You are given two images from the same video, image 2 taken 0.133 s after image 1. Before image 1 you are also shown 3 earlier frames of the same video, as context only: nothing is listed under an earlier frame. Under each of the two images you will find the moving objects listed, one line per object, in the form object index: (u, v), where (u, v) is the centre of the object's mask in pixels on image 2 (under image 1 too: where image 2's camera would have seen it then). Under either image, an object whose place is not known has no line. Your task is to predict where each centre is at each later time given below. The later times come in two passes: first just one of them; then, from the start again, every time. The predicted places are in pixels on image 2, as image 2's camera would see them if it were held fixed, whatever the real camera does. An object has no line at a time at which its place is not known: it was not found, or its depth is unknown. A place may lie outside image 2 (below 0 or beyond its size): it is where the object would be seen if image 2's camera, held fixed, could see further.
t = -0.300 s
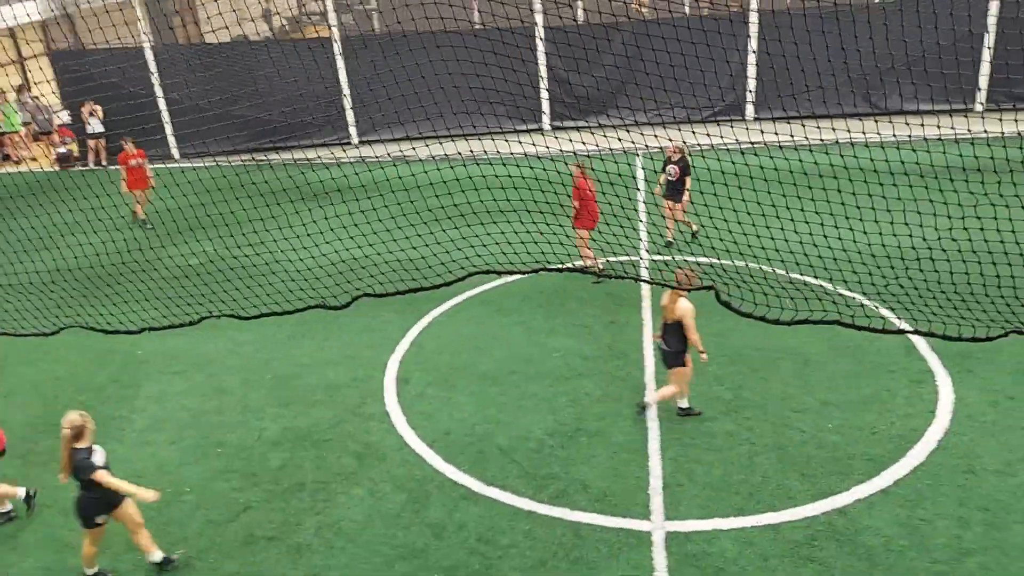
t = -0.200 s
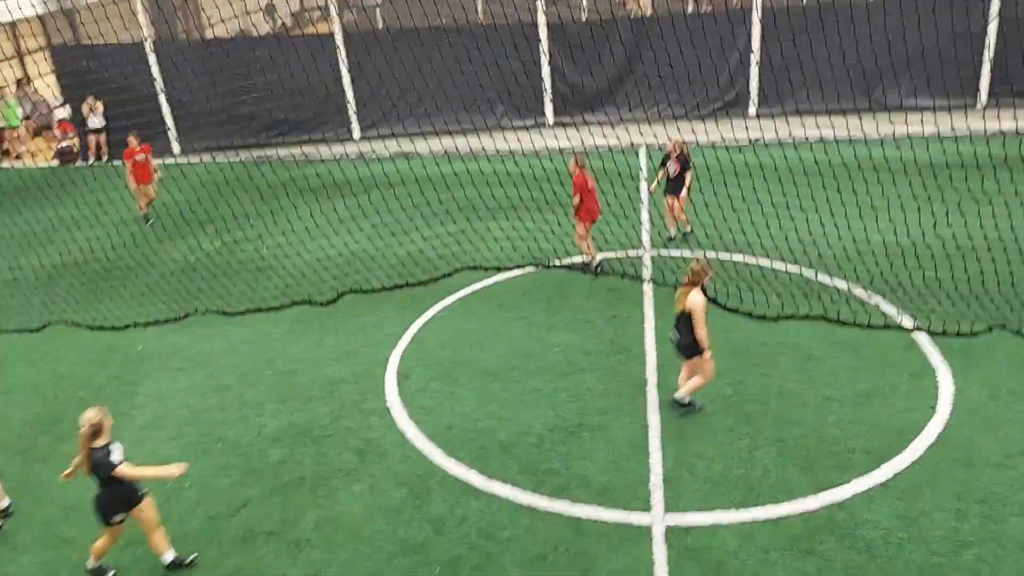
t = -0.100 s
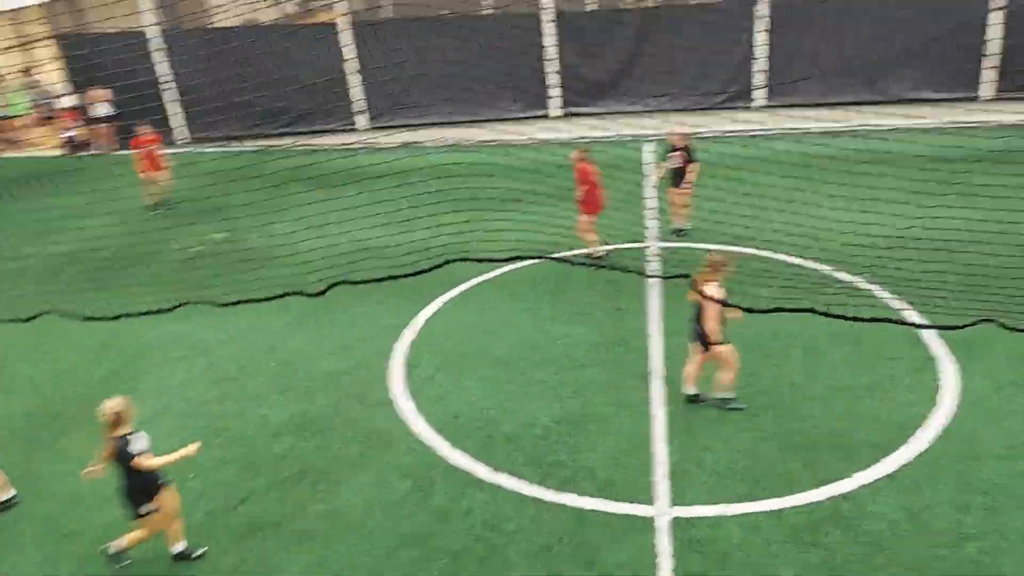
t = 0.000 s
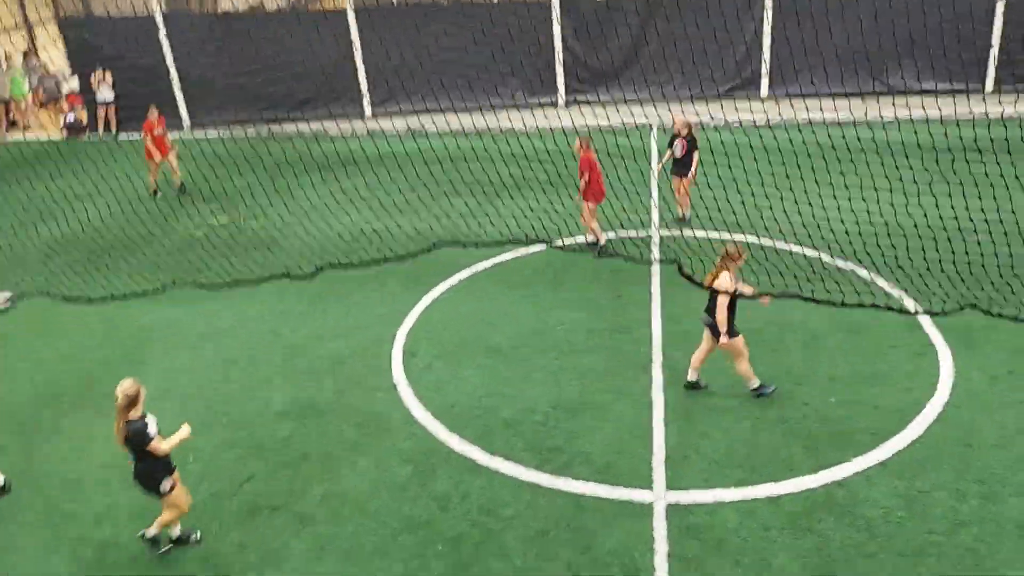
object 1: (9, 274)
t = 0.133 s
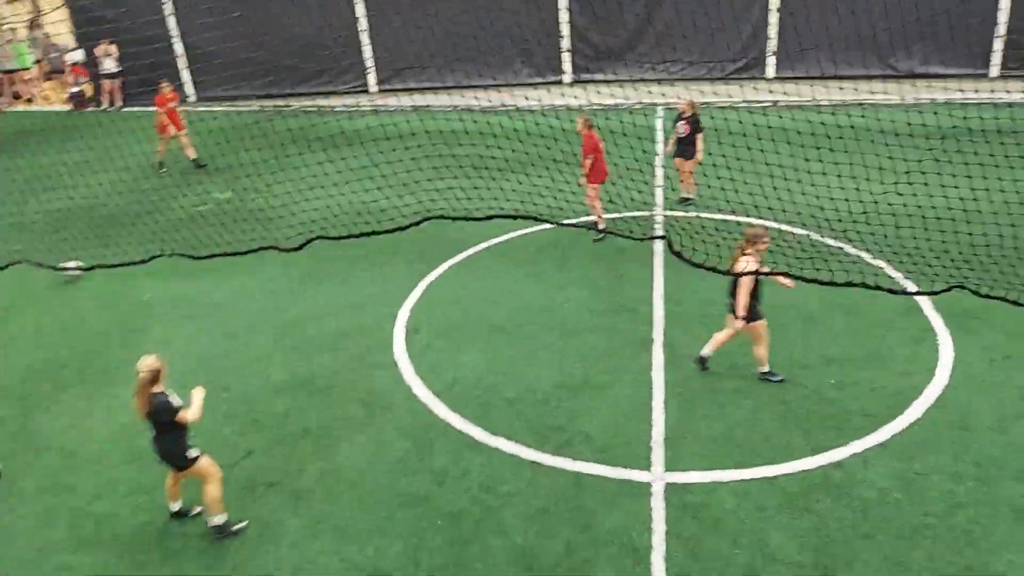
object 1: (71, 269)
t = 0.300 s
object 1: (148, 268)
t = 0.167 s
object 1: (85, 271)
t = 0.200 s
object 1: (100, 273)
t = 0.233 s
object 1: (118, 272)
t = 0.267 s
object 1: (132, 270)
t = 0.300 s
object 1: (148, 268)
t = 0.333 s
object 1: (162, 267)
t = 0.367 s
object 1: (177, 267)
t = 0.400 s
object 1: (191, 267)
